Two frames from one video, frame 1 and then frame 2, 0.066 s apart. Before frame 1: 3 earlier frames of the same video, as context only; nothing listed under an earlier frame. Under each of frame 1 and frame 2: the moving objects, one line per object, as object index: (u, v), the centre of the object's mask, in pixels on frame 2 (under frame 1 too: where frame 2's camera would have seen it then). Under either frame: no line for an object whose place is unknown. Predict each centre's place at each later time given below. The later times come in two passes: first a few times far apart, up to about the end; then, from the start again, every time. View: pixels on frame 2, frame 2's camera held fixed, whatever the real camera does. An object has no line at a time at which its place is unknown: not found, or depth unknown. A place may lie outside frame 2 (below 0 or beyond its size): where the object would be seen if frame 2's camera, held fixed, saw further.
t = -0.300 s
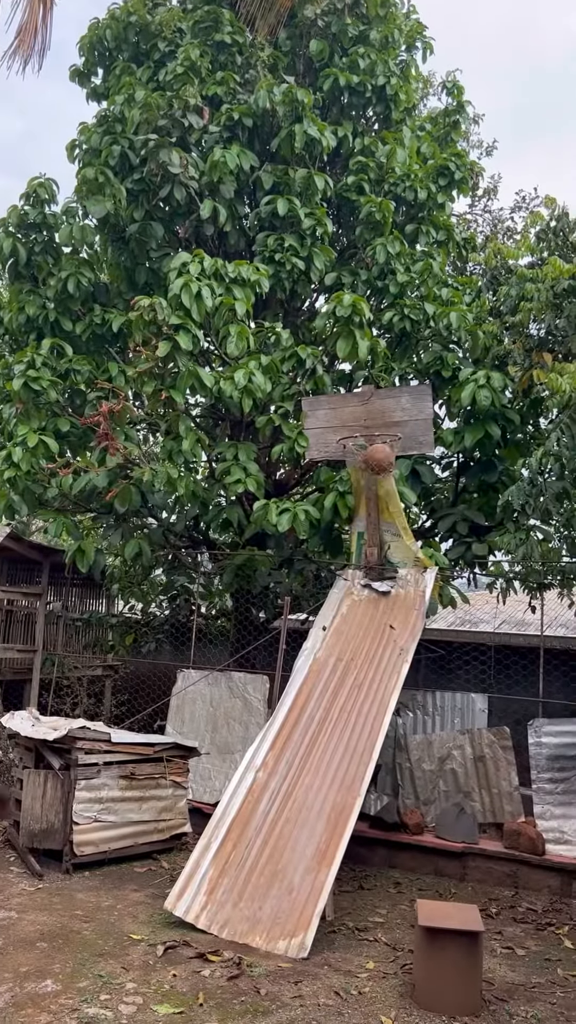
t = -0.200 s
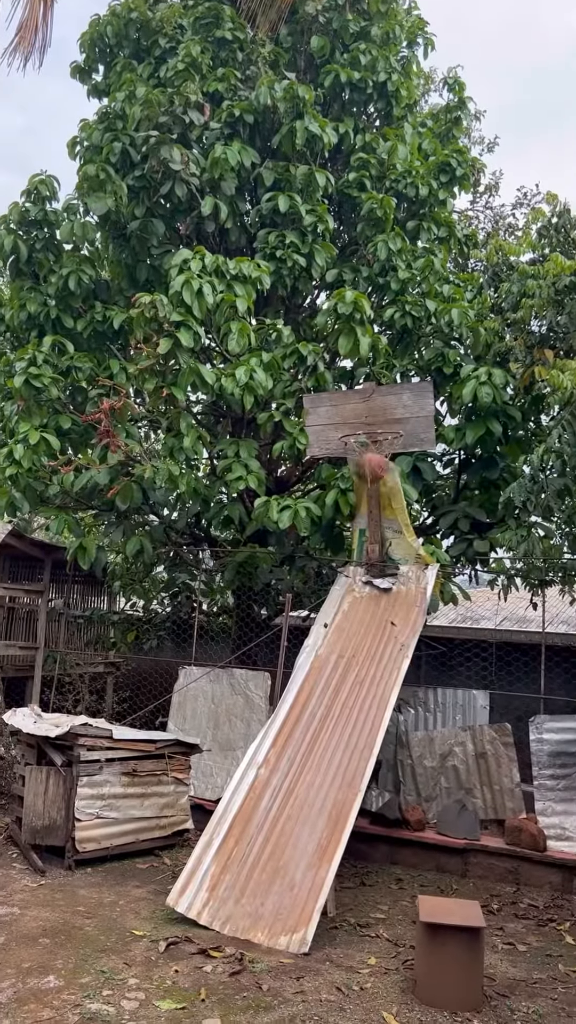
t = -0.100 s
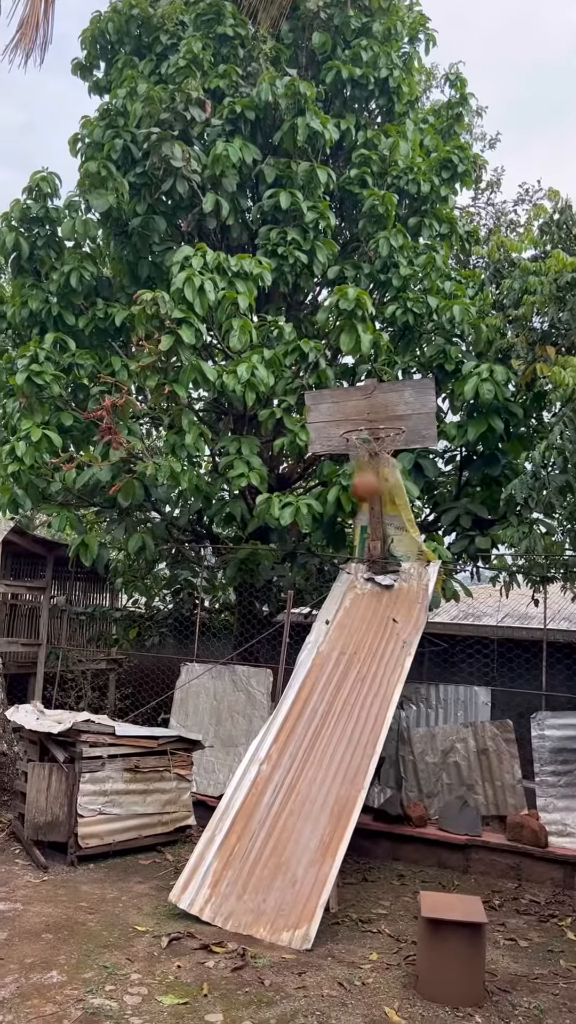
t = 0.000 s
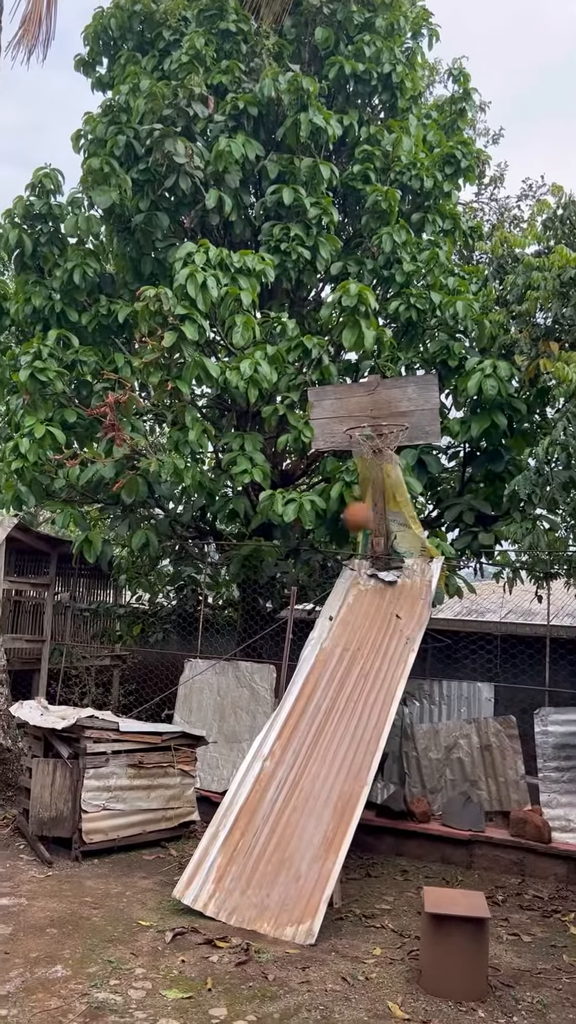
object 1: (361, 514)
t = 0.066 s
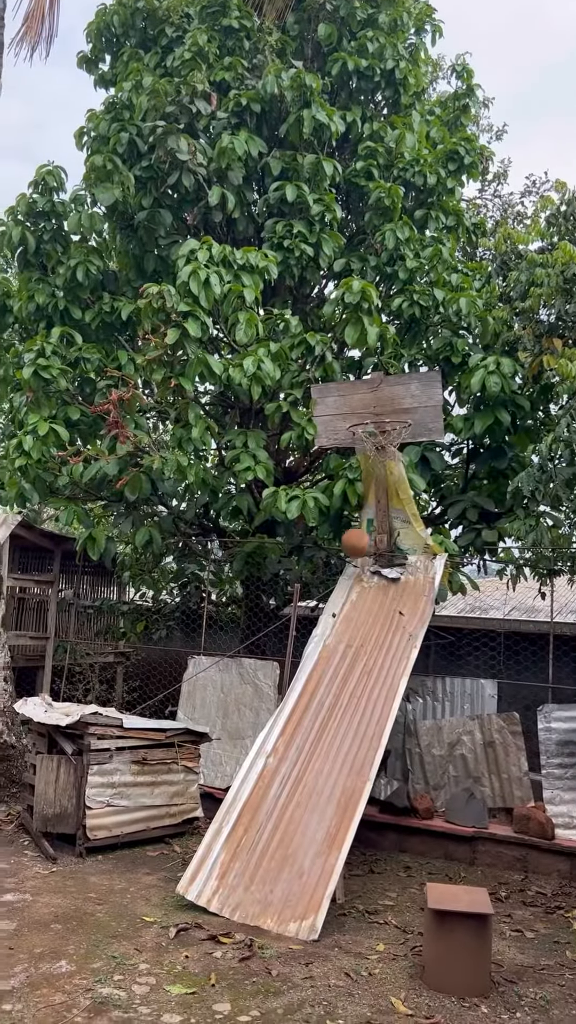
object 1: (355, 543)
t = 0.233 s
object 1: (337, 590)
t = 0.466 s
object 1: (301, 622)
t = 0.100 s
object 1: (353, 559)
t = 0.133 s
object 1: (349, 575)
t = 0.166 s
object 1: (346, 578)
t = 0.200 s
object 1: (341, 584)
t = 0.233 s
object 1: (337, 590)
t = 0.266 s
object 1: (332, 593)
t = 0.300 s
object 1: (327, 597)
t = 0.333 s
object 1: (321, 599)
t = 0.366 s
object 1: (314, 604)
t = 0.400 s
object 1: (310, 609)
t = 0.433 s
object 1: (305, 615)
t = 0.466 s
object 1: (301, 622)
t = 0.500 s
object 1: (298, 631)
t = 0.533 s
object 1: (293, 642)
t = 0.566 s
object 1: (286, 651)
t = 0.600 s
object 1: (280, 662)
